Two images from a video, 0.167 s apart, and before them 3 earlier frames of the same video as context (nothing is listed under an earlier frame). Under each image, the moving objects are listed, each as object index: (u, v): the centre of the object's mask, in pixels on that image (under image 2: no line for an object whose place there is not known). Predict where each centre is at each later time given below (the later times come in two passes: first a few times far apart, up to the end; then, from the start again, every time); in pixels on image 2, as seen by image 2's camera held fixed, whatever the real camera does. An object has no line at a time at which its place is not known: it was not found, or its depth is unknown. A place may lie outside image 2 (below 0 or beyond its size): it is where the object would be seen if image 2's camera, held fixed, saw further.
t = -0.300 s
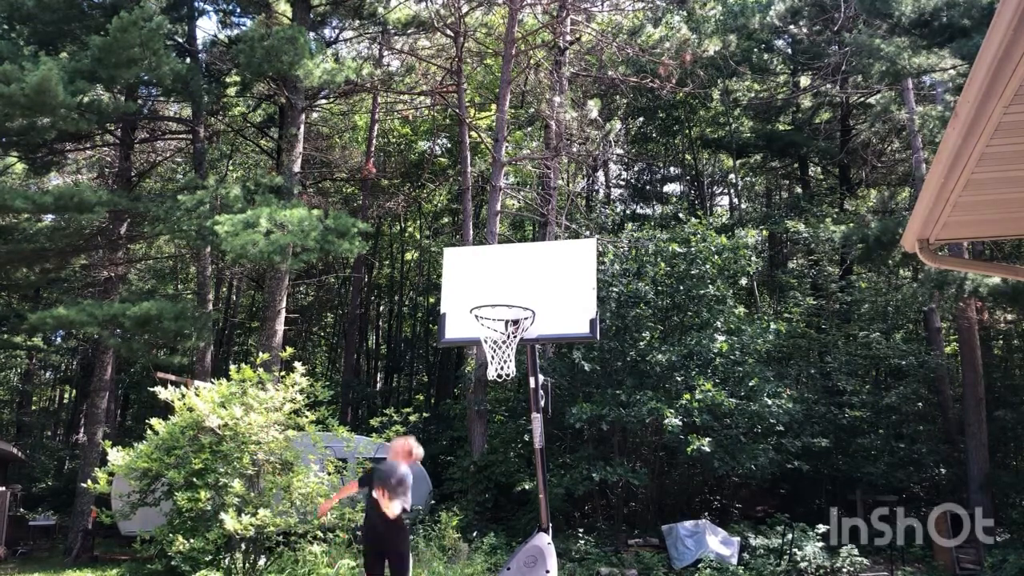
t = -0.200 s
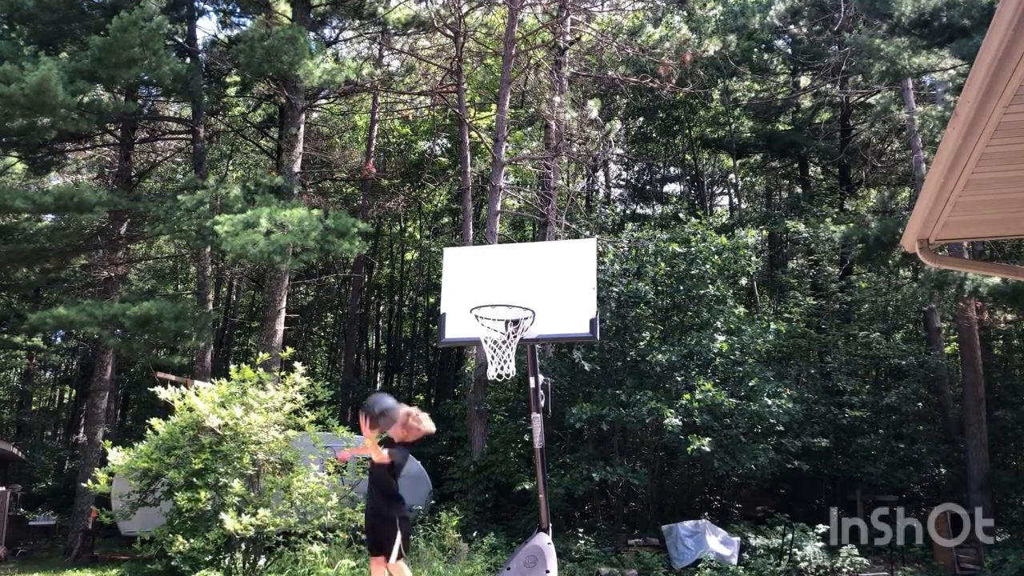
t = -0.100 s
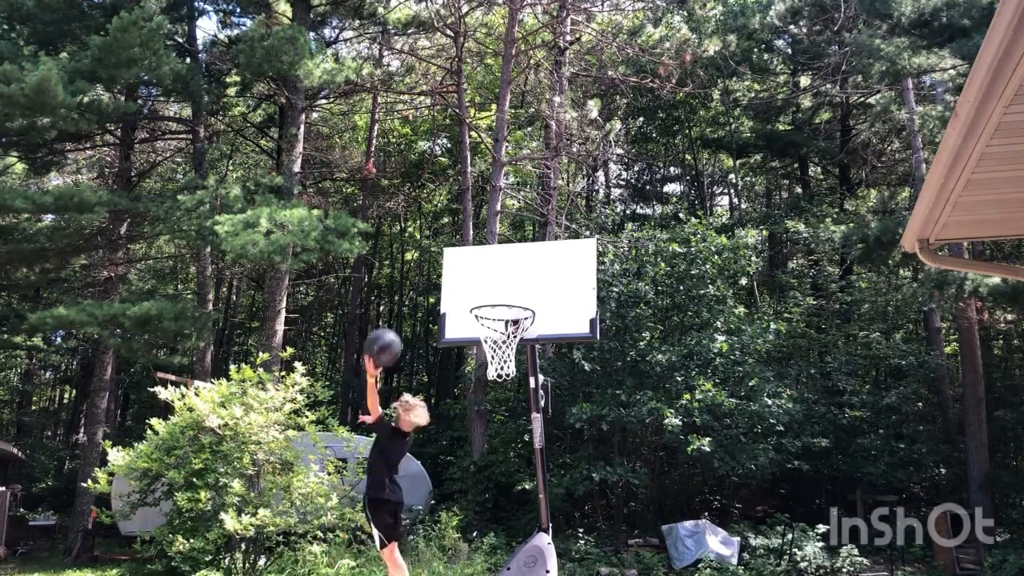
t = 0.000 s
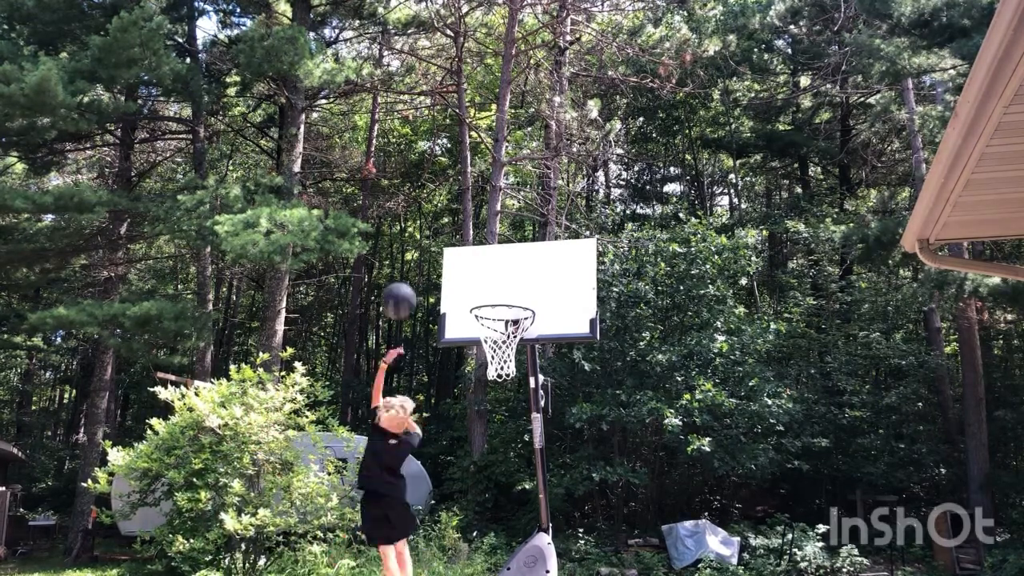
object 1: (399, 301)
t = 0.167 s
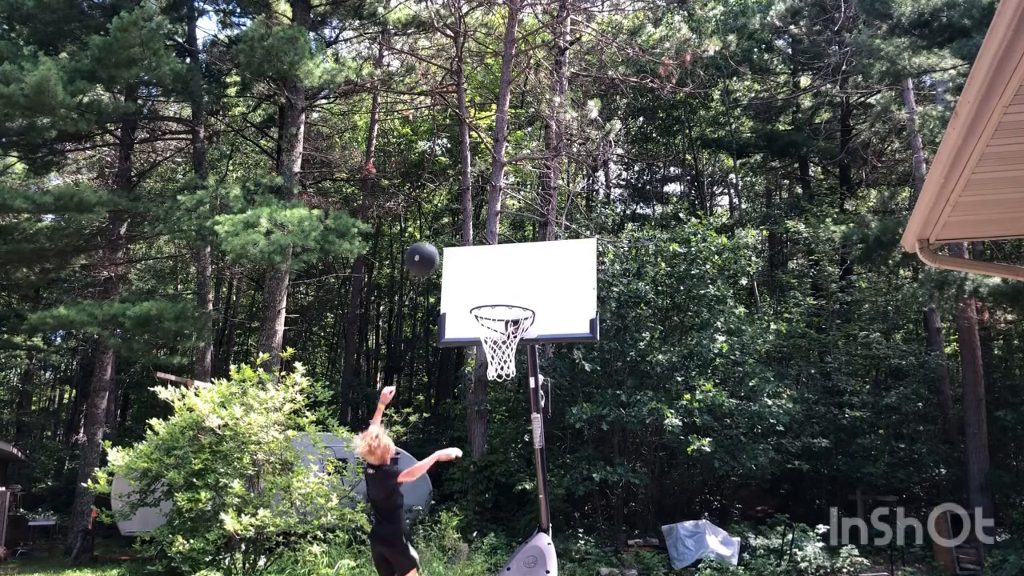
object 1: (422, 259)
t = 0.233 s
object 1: (431, 253)
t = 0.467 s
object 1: (457, 280)
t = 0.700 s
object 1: (441, 304)
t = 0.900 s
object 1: (415, 348)
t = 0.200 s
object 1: (426, 255)
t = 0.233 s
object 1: (431, 253)
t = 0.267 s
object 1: (434, 253)
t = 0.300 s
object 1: (438, 254)
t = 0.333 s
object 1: (442, 256)
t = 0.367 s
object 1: (447, 260)
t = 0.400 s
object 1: (450, 266)
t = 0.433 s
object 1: (454, 272)
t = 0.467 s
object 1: (457, 280)
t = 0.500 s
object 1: (461, 289)
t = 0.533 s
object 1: (464, 299)
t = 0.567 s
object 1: (461, 299)
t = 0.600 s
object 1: (456, 298)
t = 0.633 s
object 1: (451, 299)
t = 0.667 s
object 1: (446, 301)
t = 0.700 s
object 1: (441, 304)
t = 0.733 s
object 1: (438, 307)
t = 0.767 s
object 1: (435, 313)
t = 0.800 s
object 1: (428, 319)
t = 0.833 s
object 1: (425, 327)
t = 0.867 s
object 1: (420, 337)
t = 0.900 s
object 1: (415, 348)
